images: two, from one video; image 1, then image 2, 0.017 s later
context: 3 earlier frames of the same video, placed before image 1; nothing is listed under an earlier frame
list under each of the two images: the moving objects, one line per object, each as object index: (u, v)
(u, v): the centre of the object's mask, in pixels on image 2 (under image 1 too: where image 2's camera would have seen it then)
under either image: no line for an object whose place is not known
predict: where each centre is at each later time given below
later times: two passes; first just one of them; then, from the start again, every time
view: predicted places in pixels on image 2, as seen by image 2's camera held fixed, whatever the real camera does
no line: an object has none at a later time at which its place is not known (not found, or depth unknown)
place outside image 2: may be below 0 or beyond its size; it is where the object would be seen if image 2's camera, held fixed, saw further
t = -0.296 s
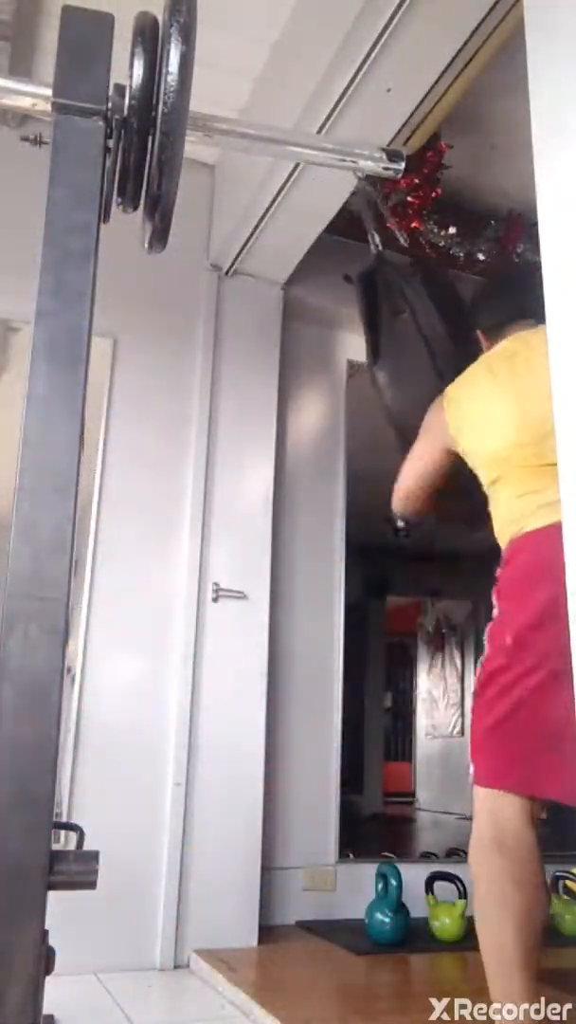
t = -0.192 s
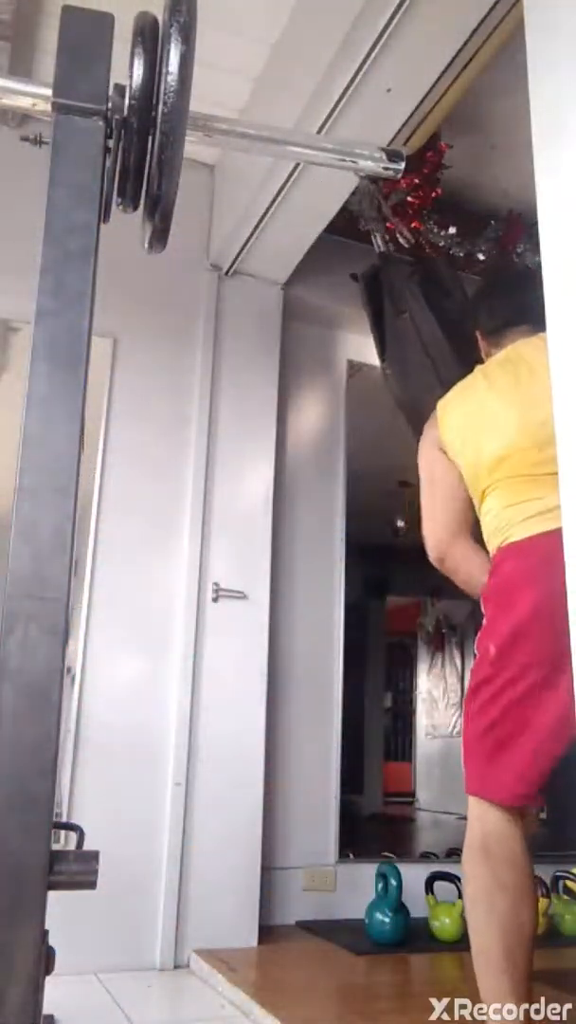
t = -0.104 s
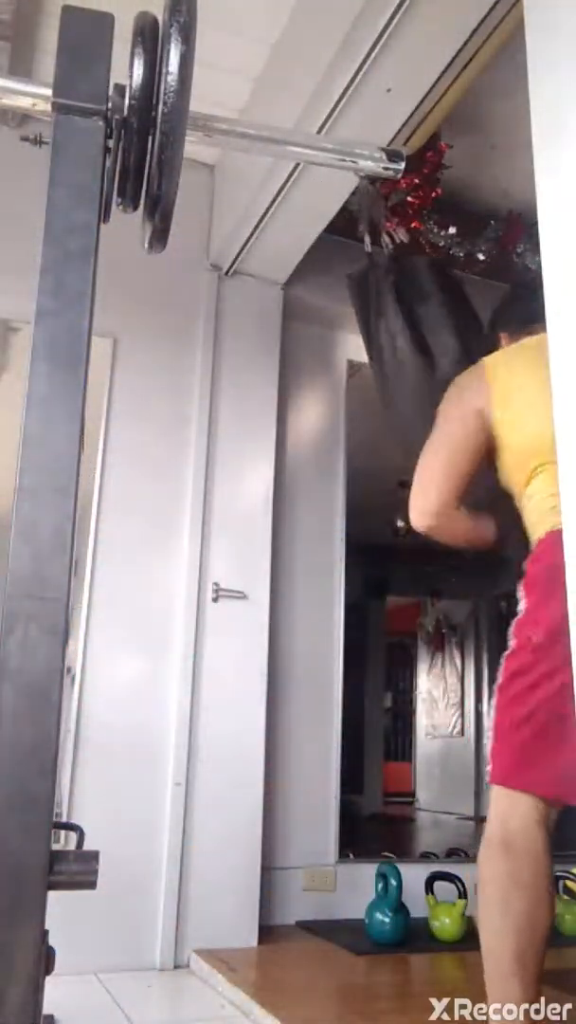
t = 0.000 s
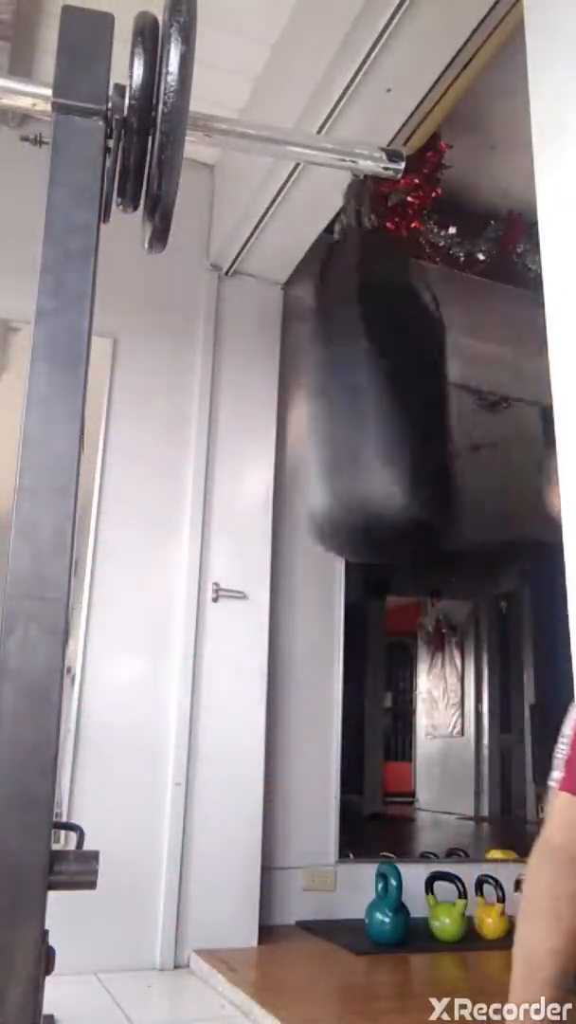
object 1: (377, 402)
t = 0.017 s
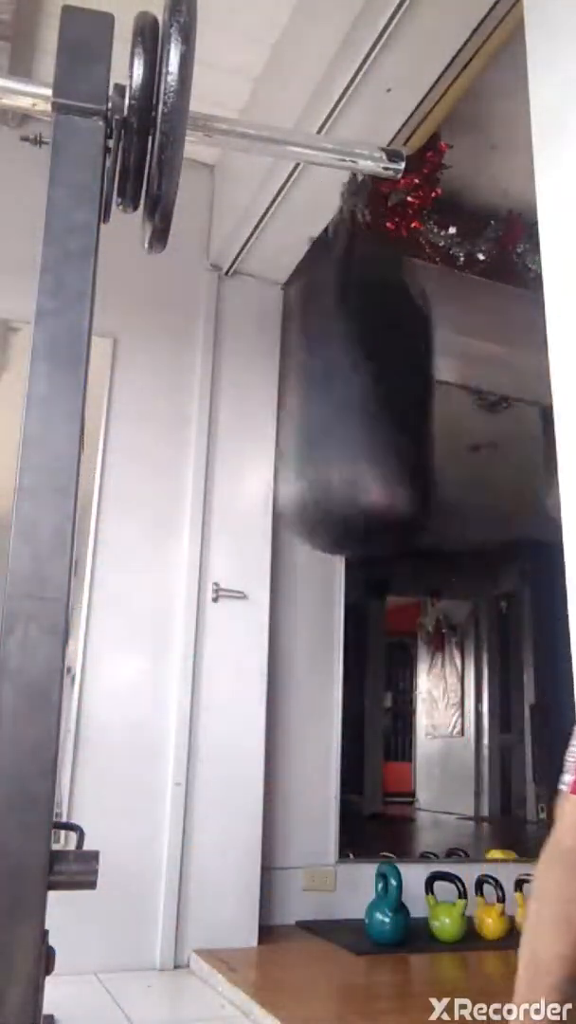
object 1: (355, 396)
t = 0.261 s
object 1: (200, 258)
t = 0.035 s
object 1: (340, 390)
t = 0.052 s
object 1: (320, 377)
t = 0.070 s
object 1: (299, 364)
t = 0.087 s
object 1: (279, 350)
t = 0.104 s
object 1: (257, 335)
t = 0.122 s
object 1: (237, 319)
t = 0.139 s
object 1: (219, 305)
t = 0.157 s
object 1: (209, 291)
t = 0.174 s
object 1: (204, 279)
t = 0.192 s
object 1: (202, 270)
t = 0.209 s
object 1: (201, 264)
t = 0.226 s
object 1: (201, 260)
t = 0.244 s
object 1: (200, 258)
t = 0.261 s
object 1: (200, 258)
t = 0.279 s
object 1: (199, 260)
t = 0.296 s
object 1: (198, 271)
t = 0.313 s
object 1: (199, 280)
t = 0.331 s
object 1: (200, 293)
